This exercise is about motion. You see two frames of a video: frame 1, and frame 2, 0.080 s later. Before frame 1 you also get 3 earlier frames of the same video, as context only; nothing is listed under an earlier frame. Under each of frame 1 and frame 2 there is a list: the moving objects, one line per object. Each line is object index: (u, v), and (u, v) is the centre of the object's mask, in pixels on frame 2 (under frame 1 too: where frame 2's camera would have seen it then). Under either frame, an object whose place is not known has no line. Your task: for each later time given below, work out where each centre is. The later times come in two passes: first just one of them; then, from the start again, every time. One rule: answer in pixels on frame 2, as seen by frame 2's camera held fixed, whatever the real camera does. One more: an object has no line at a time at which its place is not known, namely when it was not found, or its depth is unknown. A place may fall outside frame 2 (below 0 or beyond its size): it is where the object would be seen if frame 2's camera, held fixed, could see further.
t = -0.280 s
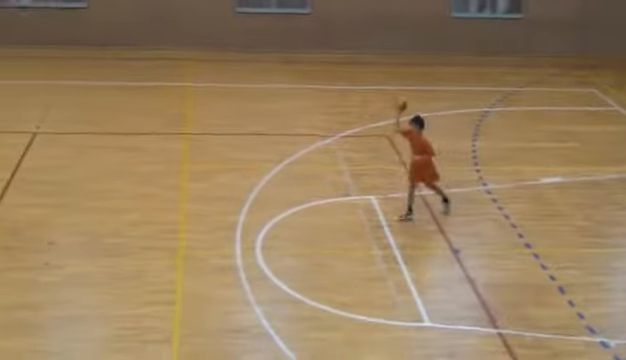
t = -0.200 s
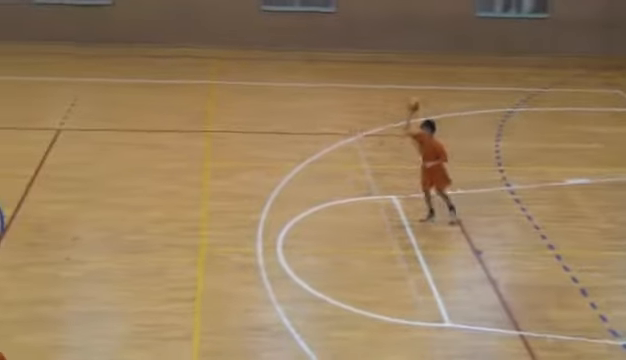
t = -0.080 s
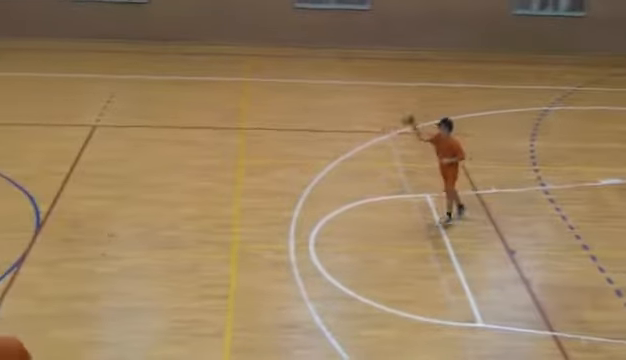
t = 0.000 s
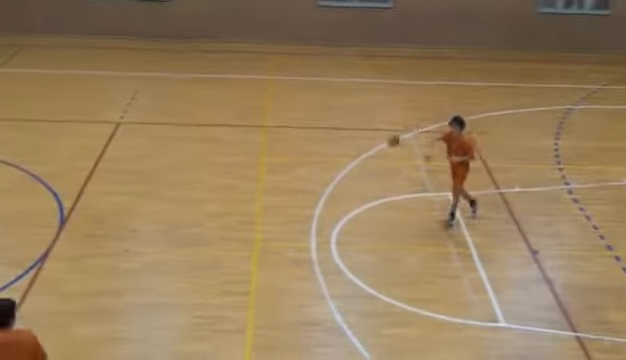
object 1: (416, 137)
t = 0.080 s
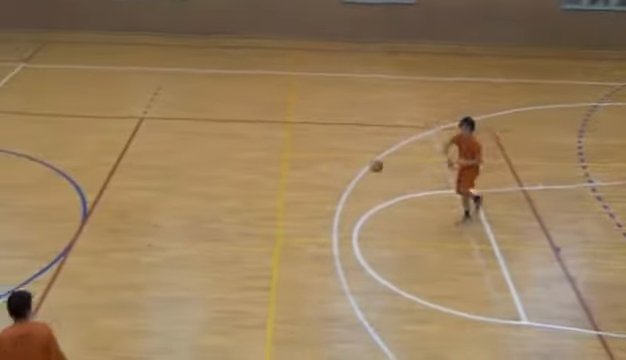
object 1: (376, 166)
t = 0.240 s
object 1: (288, 247)
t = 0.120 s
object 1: (355, 183)
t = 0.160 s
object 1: (333, 203)
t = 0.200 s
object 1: (312, 223)
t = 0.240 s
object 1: (288, 247)
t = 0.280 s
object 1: (264, 271)
